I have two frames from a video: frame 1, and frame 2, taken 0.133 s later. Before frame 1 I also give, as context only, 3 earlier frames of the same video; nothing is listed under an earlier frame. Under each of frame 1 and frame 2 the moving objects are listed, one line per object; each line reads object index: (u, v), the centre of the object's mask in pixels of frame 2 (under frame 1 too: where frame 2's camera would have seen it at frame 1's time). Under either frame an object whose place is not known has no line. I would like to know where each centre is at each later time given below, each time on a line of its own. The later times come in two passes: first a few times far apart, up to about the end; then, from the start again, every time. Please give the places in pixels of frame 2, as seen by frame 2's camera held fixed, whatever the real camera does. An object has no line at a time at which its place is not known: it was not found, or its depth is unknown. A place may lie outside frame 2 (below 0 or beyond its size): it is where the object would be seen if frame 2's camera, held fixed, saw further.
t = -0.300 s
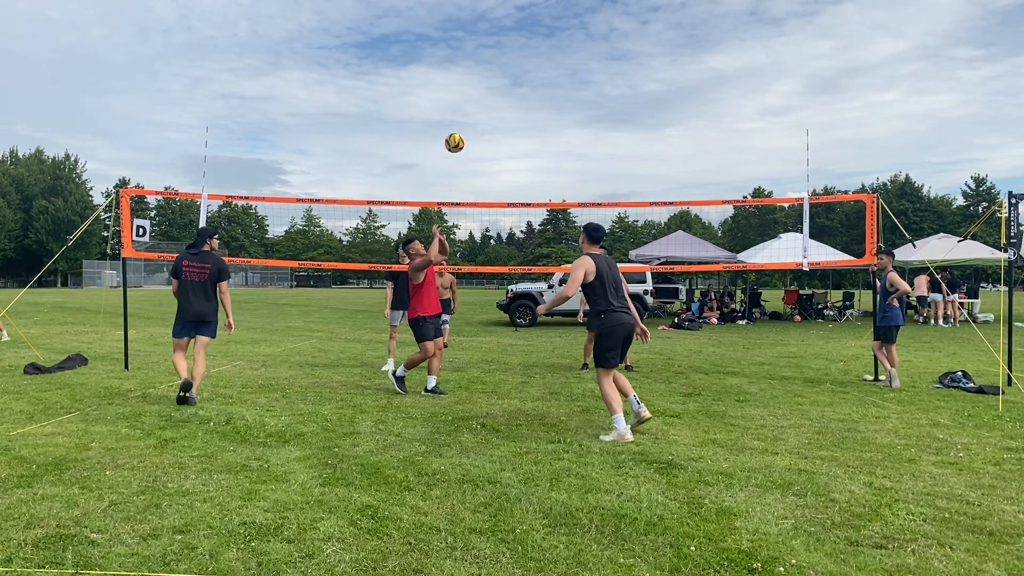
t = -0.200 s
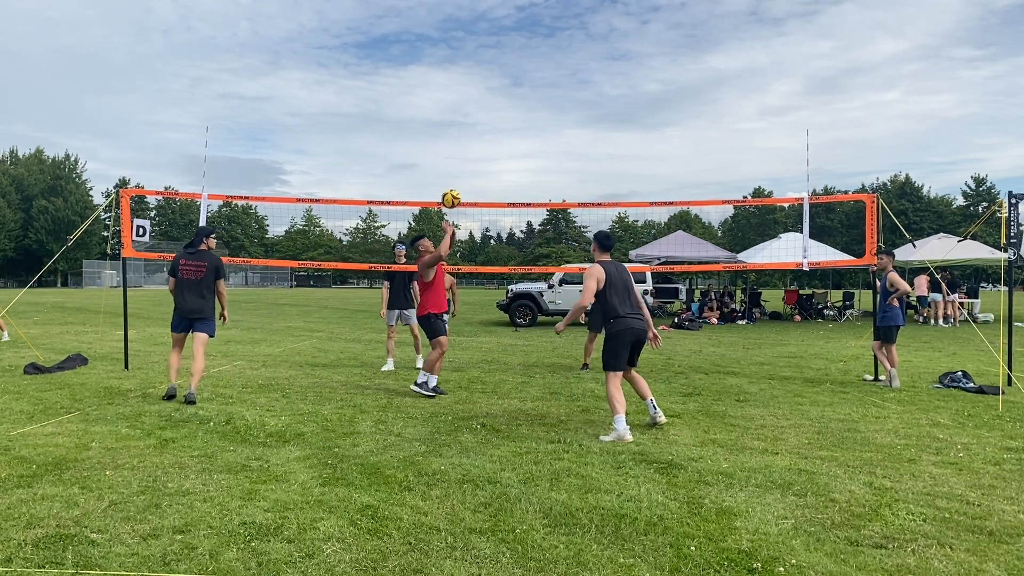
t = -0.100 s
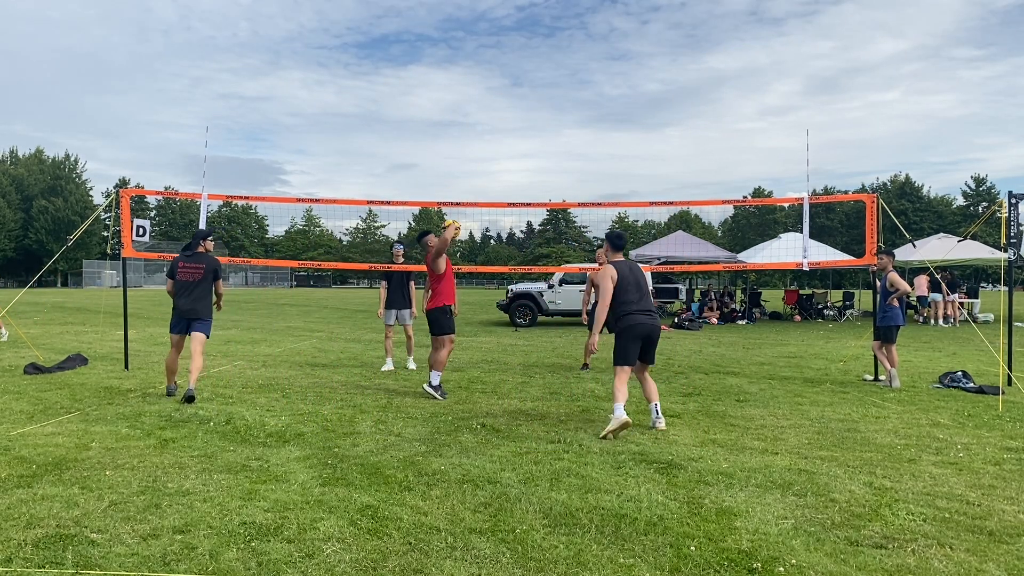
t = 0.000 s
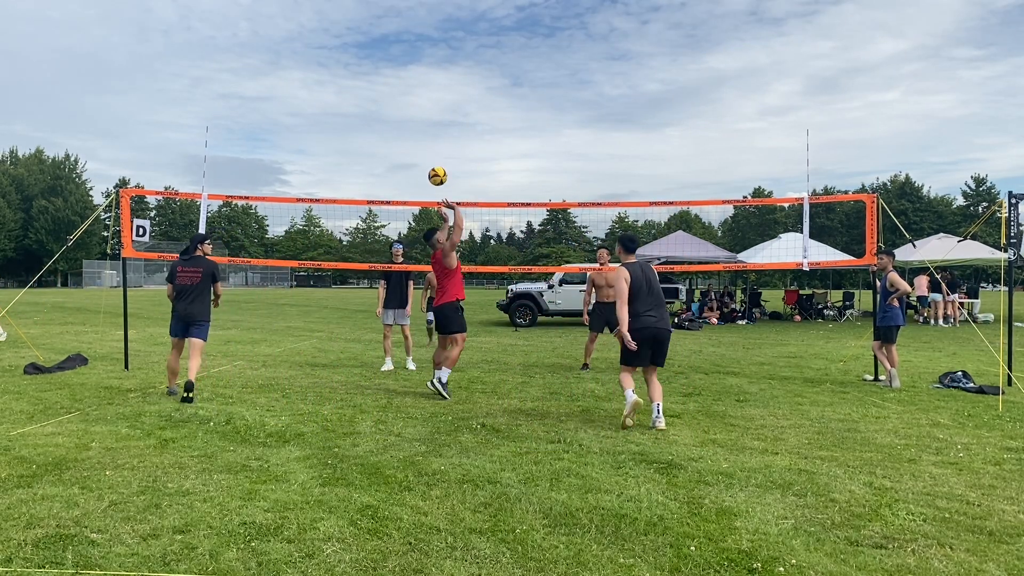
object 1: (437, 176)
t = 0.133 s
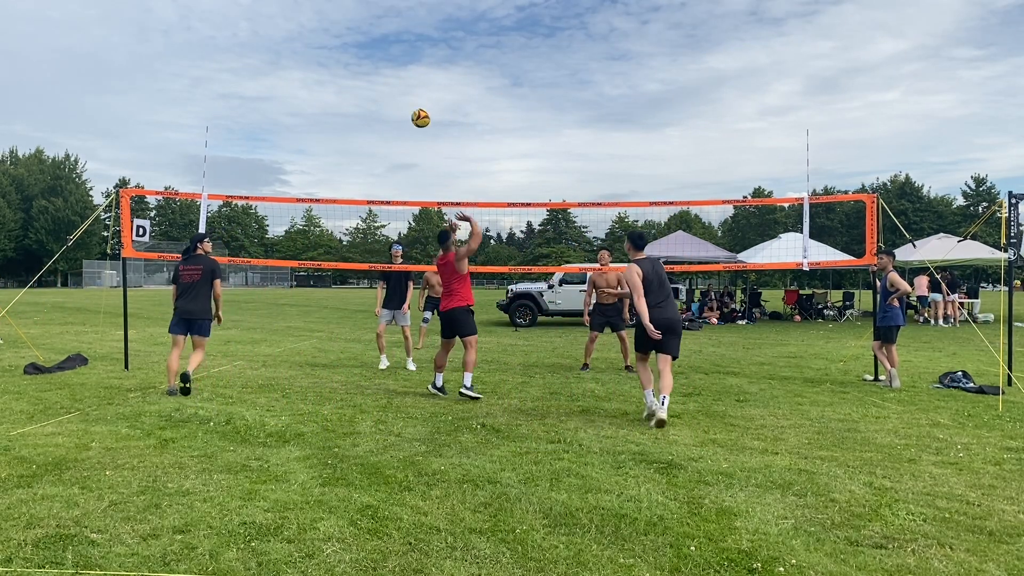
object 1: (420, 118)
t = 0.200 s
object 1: (411, 91)
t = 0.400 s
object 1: (384, 36)
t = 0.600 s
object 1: (359, 18)
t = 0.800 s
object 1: (335, 35)
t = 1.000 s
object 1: (313, 83)
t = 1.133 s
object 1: (300, 131)
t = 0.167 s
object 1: (416, 104)
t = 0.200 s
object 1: (411, 91)
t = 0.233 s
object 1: (406, 79)
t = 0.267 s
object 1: (402, 69)
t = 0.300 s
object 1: (397, 59)
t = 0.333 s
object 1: (393, 50)
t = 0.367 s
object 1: (388, 43)
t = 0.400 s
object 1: (384, 36)
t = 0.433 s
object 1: (379, 31)
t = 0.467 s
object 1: (375, 26)
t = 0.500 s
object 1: (371, 23)
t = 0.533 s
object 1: (367, 20)
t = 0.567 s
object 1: (363, 19)
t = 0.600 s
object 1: (359, 18)
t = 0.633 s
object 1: (355, 19)
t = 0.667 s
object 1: (350, 20)
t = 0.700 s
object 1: (346, 22)
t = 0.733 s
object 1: (342, 25)
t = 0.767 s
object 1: (338, 30)
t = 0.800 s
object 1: (335, 35)
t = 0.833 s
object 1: (331, 40)
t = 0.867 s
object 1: (327, 47)
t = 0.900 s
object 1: (324, 55)
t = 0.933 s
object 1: (320, 63)
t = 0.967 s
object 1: (316, 72)
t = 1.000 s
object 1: (313, 83)
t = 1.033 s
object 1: (309, 93)
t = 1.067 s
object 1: (306, 105)
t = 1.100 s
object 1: (303, 118)
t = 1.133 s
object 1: (300, 131)
